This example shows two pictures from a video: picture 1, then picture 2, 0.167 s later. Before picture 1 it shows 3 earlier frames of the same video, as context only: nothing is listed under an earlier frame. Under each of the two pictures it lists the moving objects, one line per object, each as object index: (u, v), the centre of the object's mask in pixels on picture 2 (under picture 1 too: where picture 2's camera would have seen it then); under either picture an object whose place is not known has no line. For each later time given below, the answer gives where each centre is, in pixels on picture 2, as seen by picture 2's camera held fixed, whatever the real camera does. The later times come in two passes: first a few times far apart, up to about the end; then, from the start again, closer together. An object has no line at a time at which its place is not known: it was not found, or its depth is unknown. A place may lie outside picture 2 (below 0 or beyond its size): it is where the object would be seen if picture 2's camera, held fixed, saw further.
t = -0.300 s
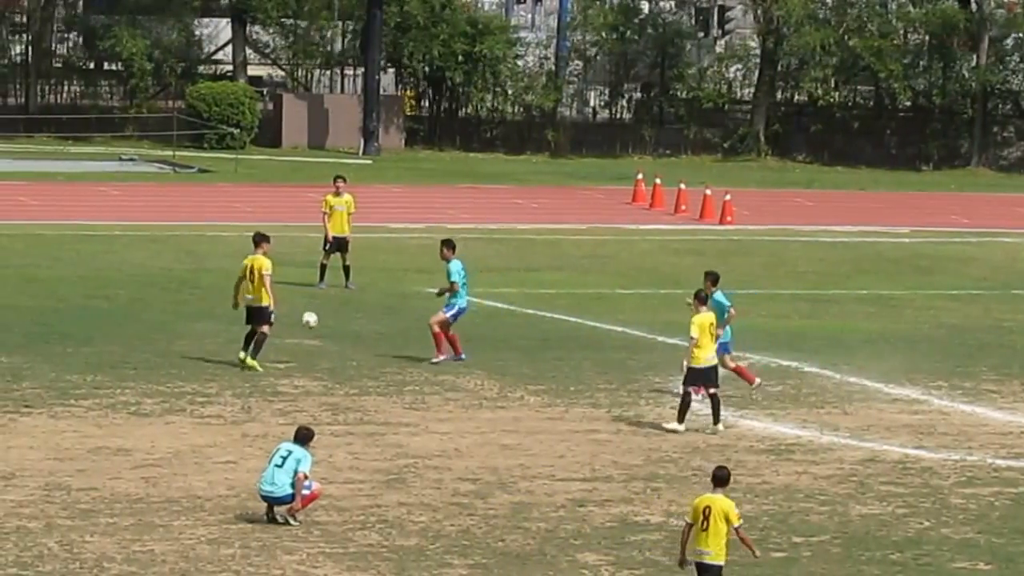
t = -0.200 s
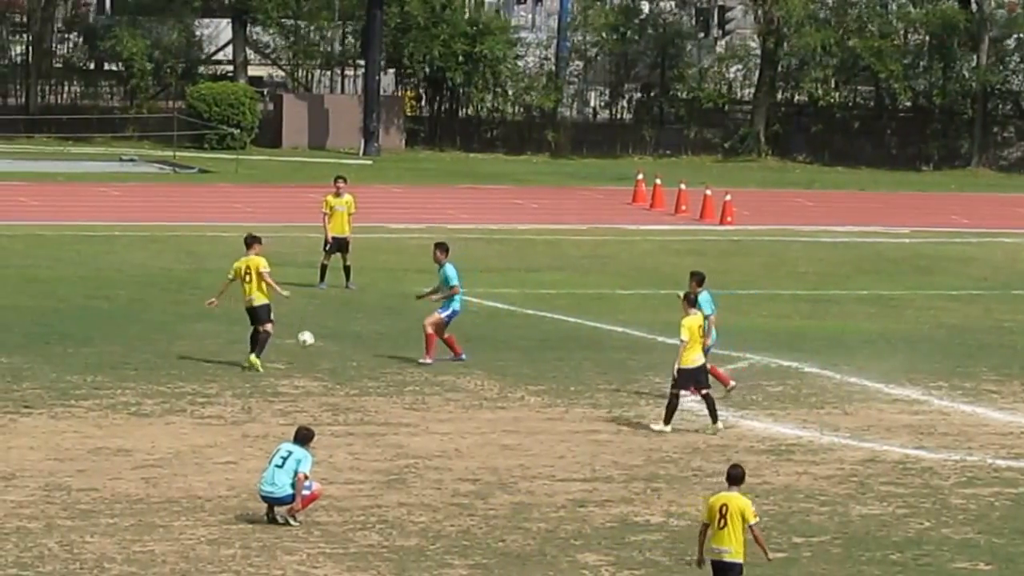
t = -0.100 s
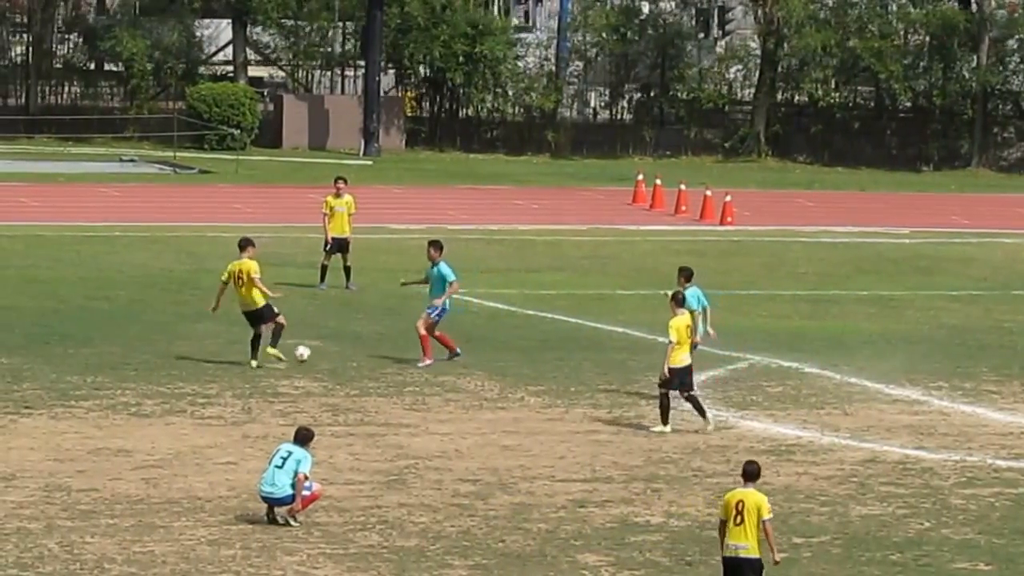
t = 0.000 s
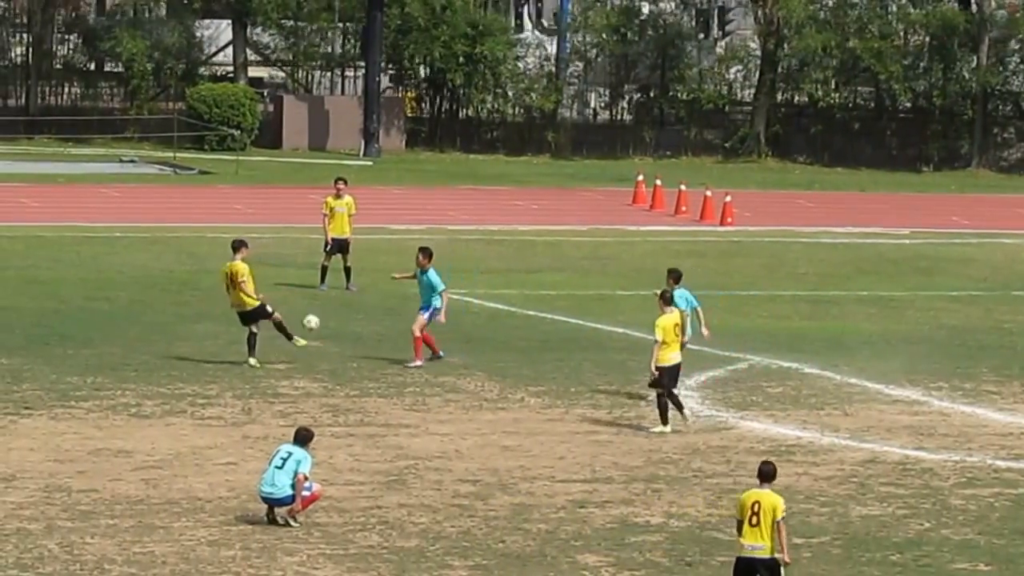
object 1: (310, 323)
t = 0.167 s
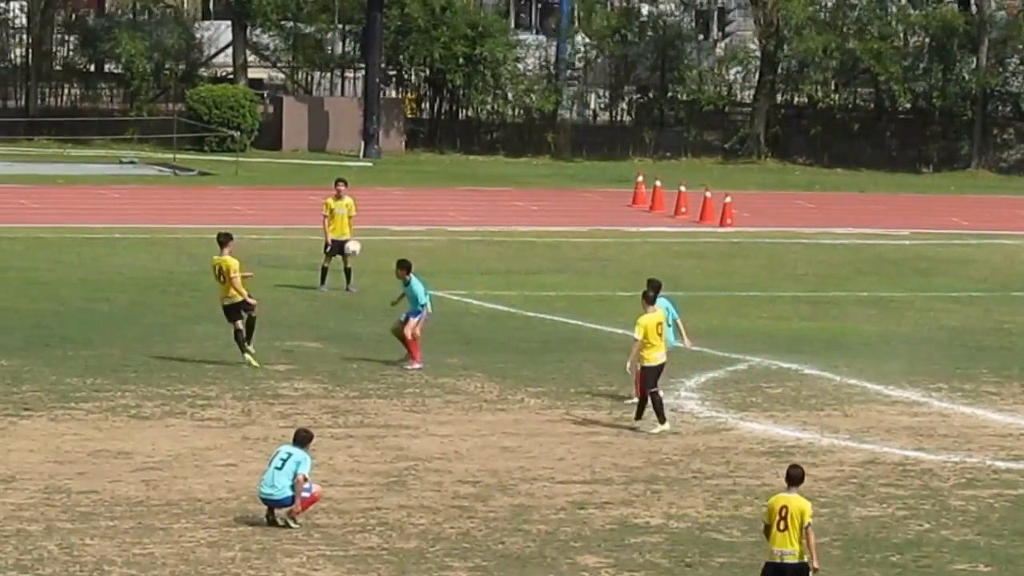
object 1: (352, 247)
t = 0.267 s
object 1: (375, 212)
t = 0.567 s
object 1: (436, 151)
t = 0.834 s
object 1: (484, 149)
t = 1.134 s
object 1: (534, 199)
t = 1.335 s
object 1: (565, 262)
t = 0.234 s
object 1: (367, 223)
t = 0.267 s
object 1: (375, 212)
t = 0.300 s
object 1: (381, 203)
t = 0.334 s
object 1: (389, 194)
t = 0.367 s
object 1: (396, 185)
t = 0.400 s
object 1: (403, 177)
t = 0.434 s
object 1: (410, 171)
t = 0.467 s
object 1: (417, 164)
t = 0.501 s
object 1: (424, 159)
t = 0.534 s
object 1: (430, 154)
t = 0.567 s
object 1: (436, 151)
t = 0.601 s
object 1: (442, 148)
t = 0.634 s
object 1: (449, 146)
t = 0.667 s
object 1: (455, 145)
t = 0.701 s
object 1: (461, 144)
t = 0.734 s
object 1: (467, 145)
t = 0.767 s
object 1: (473, 145)
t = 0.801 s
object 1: (479, 147)
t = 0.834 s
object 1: (484, 149)
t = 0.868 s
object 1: (490, 151)
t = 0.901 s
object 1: (496, 155)
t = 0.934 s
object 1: (502, 159)
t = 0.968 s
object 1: (508, 164)
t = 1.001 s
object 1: (513, 170)
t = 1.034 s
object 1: (518, 176)
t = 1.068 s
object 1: (524, 183)
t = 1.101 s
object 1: (529, 190)
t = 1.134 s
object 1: (534, 199)
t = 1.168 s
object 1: (540, 208)
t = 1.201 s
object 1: (544, 218)
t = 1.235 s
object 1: (549, 228)
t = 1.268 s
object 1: (554, 238)
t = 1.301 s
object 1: (560, 250)
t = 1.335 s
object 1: (565, 262)
